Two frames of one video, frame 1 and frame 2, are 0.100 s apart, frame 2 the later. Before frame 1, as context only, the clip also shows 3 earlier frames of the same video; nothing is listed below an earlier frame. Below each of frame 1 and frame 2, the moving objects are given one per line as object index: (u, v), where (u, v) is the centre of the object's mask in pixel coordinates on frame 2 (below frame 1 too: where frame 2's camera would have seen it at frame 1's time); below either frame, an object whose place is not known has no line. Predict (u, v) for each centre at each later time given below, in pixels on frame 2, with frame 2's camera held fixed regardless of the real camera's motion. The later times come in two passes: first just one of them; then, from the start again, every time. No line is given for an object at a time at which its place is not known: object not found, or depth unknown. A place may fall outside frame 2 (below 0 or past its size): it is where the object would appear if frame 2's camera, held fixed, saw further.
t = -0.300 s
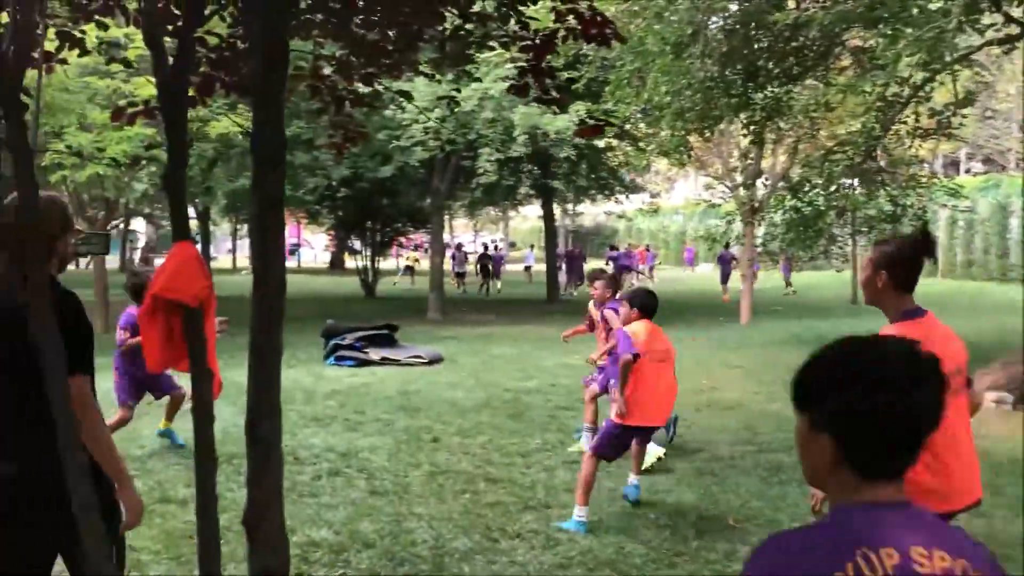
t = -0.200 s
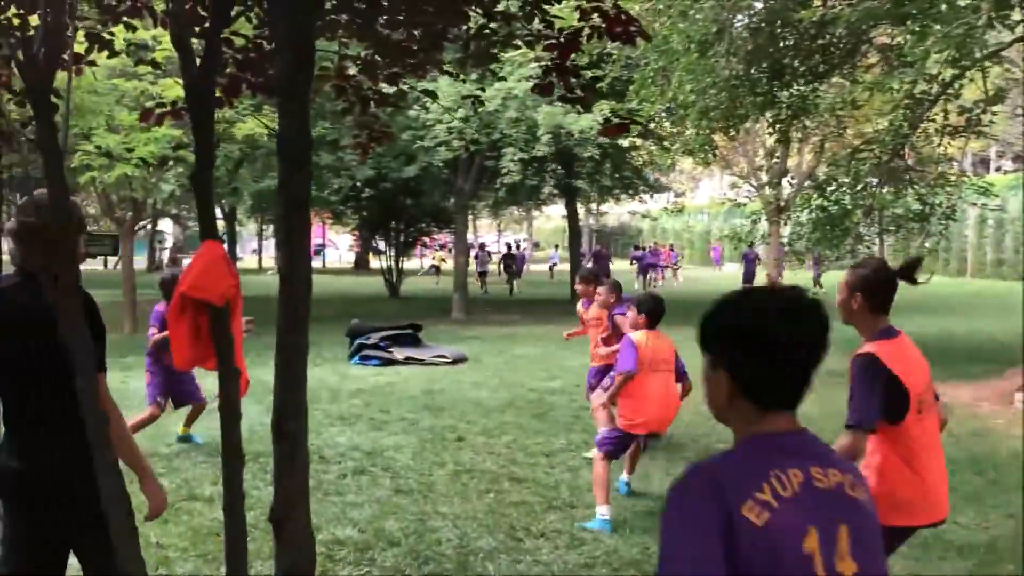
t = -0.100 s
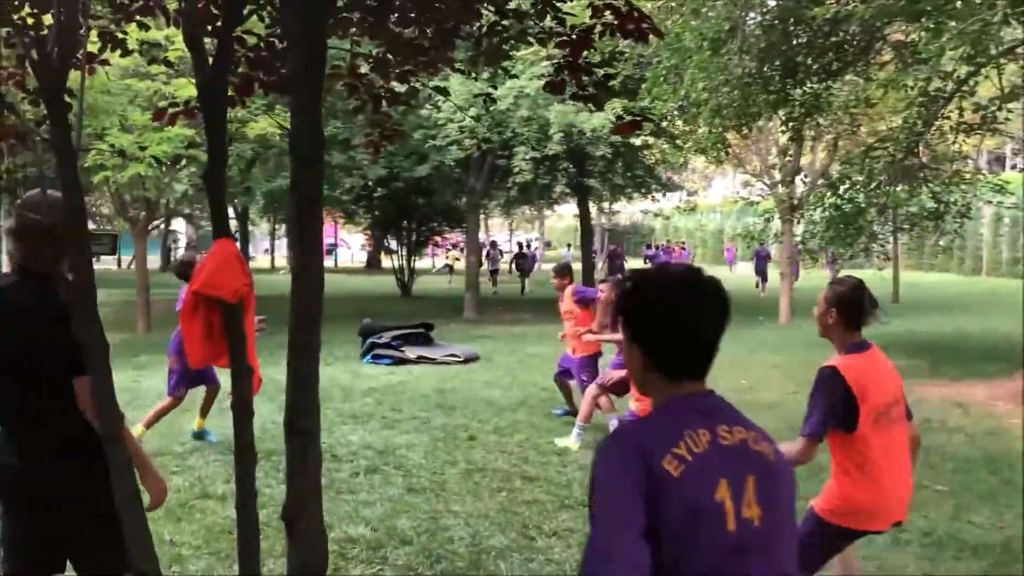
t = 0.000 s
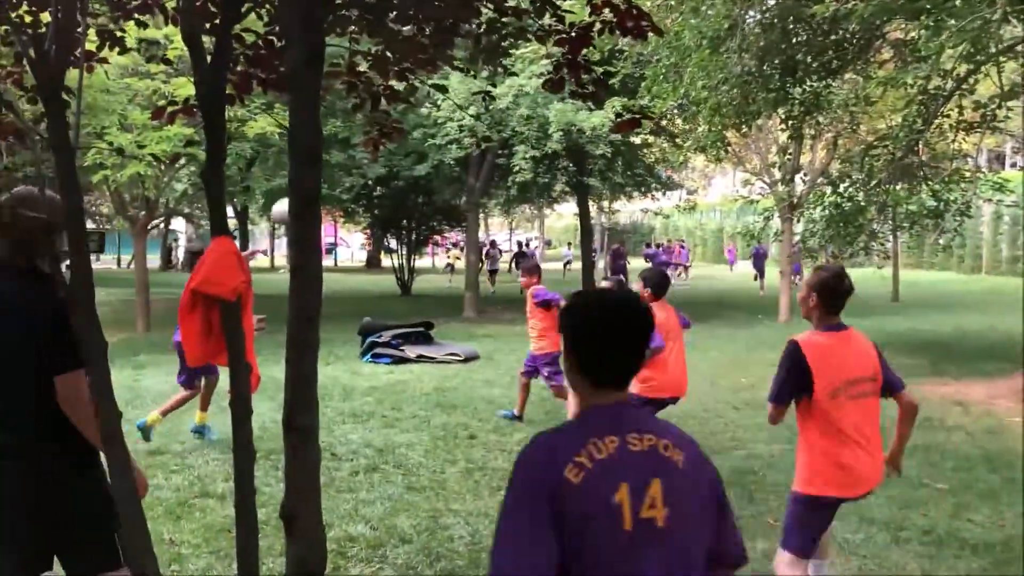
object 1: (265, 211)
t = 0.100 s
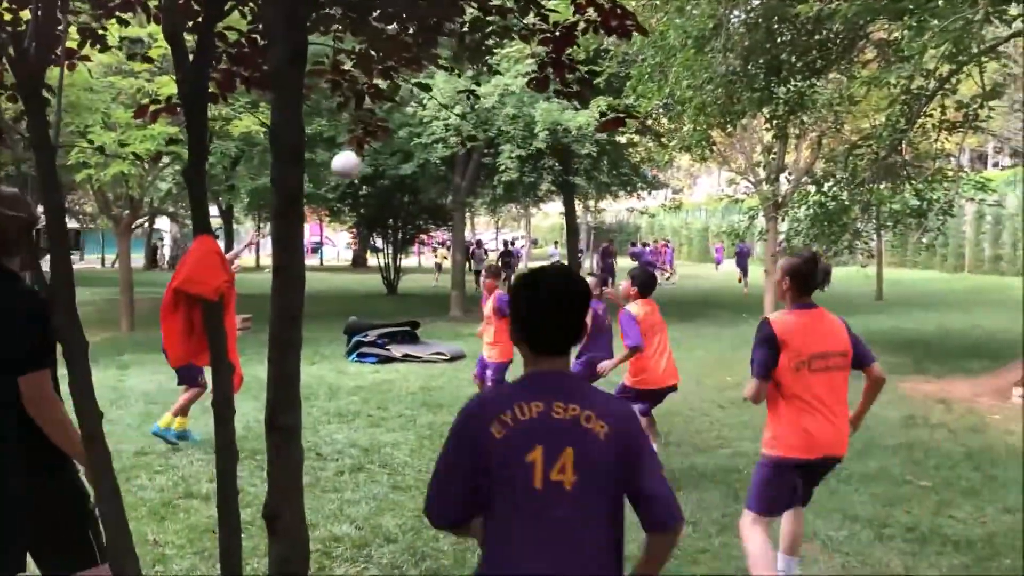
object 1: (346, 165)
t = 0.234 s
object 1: (446, 124)
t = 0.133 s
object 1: (374, 154)
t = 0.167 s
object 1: (397, 142)
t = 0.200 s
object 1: (419, 131)
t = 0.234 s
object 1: (446, 124)
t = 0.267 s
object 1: (470, 118)
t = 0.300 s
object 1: (495, 111)
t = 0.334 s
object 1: (520, 107)
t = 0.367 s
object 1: (548, 105)
